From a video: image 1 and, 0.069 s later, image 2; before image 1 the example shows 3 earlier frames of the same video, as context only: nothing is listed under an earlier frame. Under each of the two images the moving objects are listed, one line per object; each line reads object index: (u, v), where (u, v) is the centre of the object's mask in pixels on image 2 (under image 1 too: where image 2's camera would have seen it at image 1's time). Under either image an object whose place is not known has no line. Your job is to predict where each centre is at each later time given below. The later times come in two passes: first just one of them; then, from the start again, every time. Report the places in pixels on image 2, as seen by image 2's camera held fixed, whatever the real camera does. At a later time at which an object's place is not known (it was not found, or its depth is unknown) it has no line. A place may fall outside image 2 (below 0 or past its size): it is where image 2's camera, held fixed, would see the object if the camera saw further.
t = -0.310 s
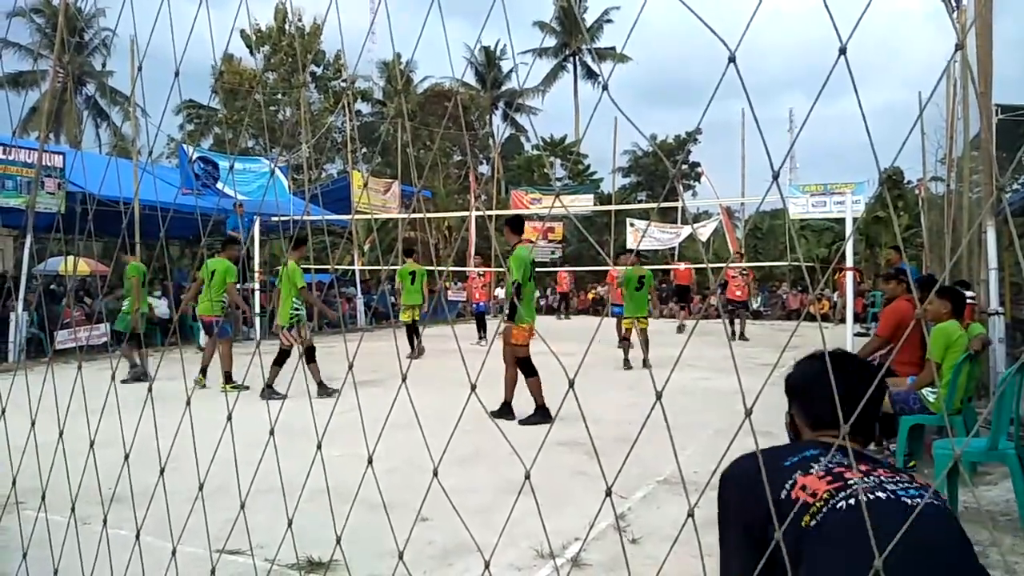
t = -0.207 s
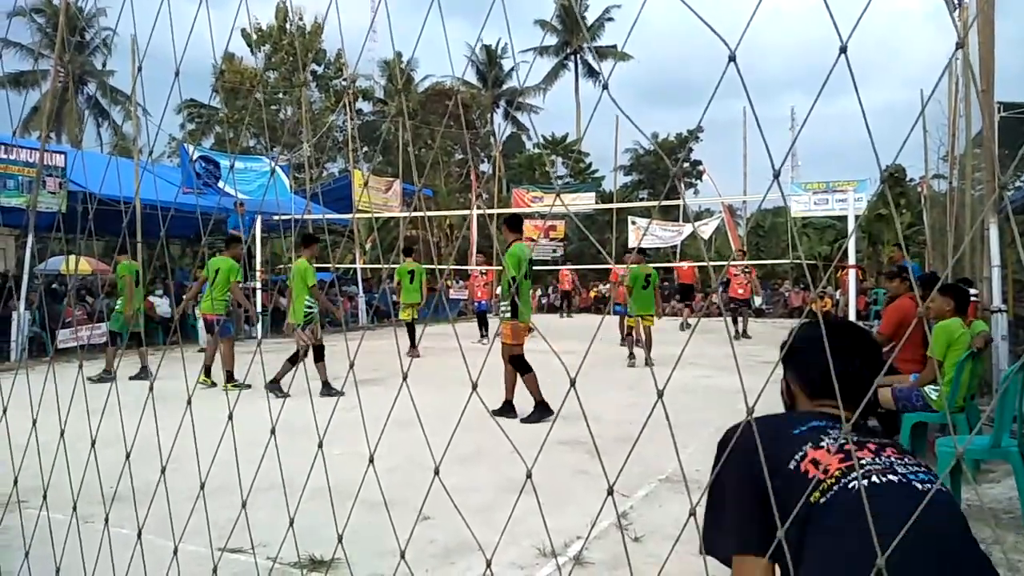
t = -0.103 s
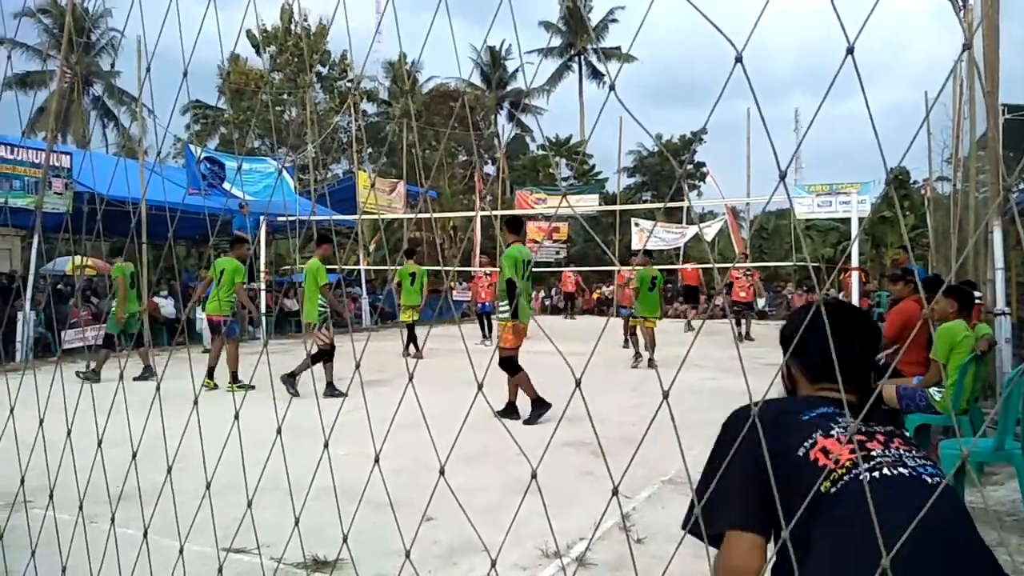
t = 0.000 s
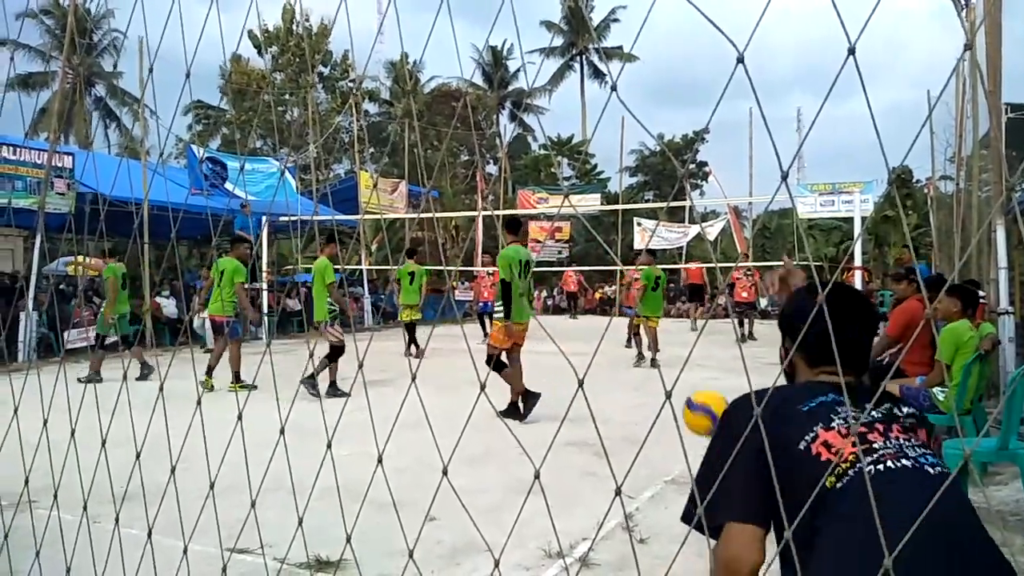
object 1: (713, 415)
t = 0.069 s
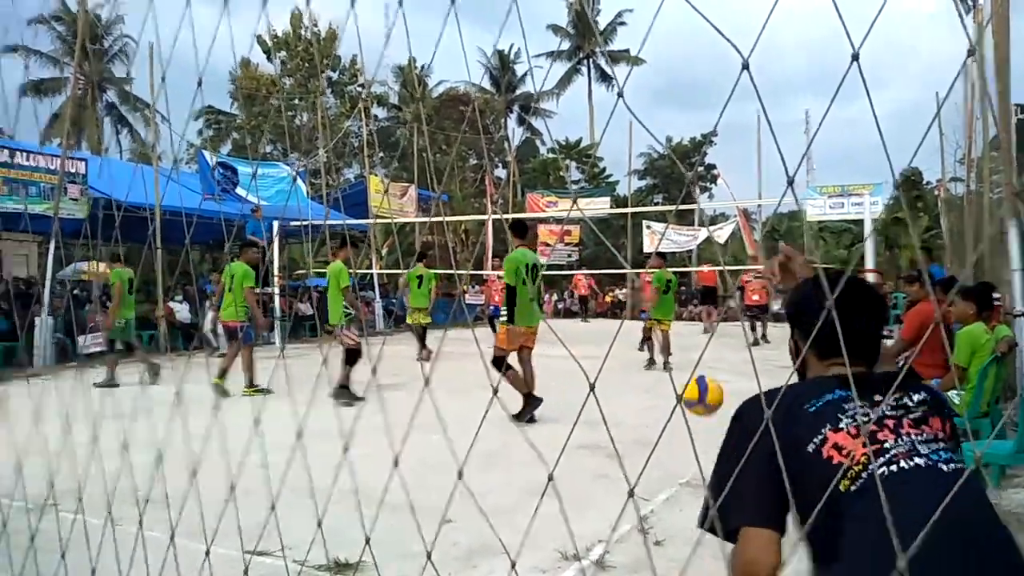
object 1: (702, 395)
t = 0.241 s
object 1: (670, 391)
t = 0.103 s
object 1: (693, 390)
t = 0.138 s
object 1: (686, 387)
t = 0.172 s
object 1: (681, 387)
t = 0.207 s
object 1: (676, 389)
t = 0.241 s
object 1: (670, 391)
